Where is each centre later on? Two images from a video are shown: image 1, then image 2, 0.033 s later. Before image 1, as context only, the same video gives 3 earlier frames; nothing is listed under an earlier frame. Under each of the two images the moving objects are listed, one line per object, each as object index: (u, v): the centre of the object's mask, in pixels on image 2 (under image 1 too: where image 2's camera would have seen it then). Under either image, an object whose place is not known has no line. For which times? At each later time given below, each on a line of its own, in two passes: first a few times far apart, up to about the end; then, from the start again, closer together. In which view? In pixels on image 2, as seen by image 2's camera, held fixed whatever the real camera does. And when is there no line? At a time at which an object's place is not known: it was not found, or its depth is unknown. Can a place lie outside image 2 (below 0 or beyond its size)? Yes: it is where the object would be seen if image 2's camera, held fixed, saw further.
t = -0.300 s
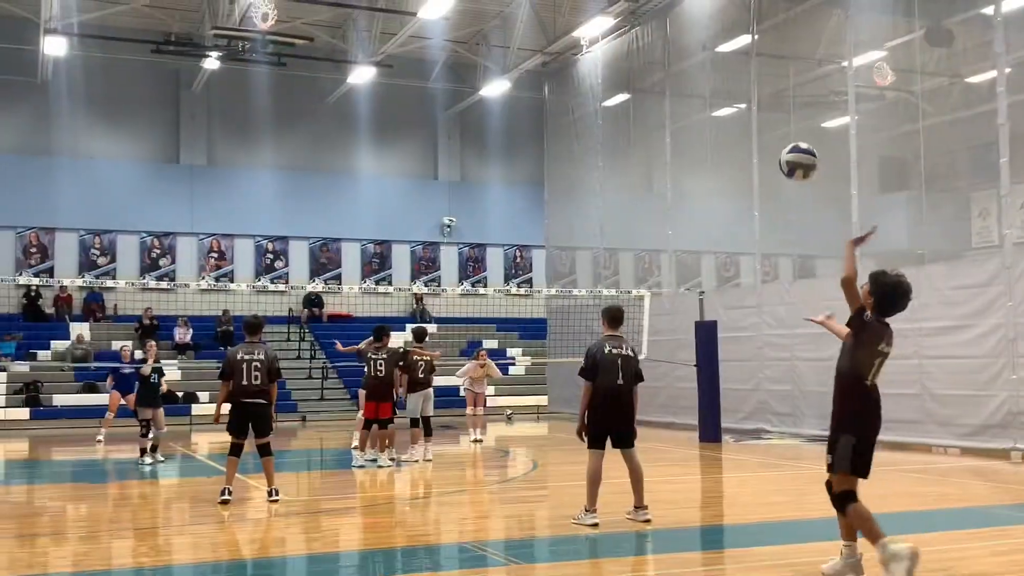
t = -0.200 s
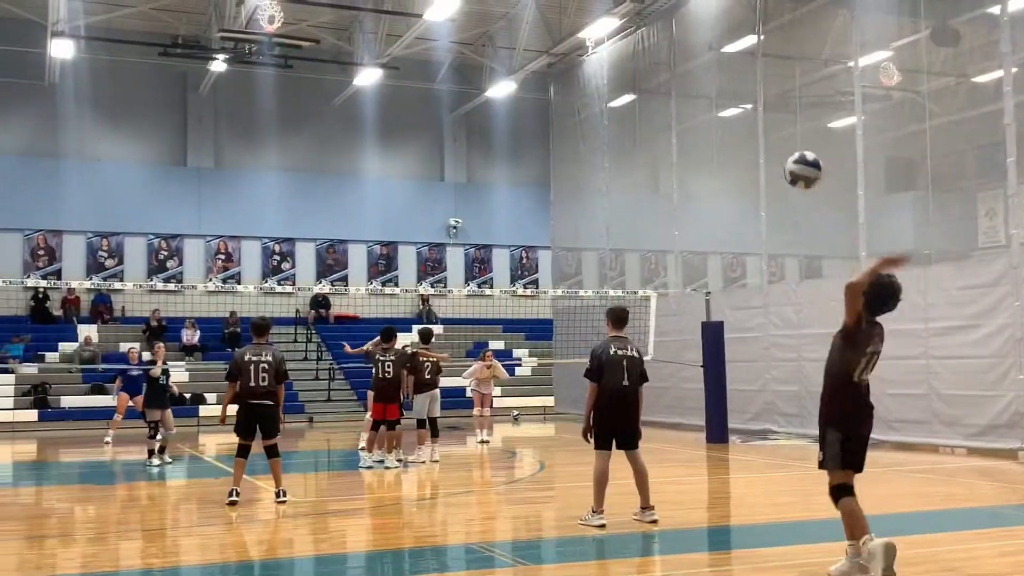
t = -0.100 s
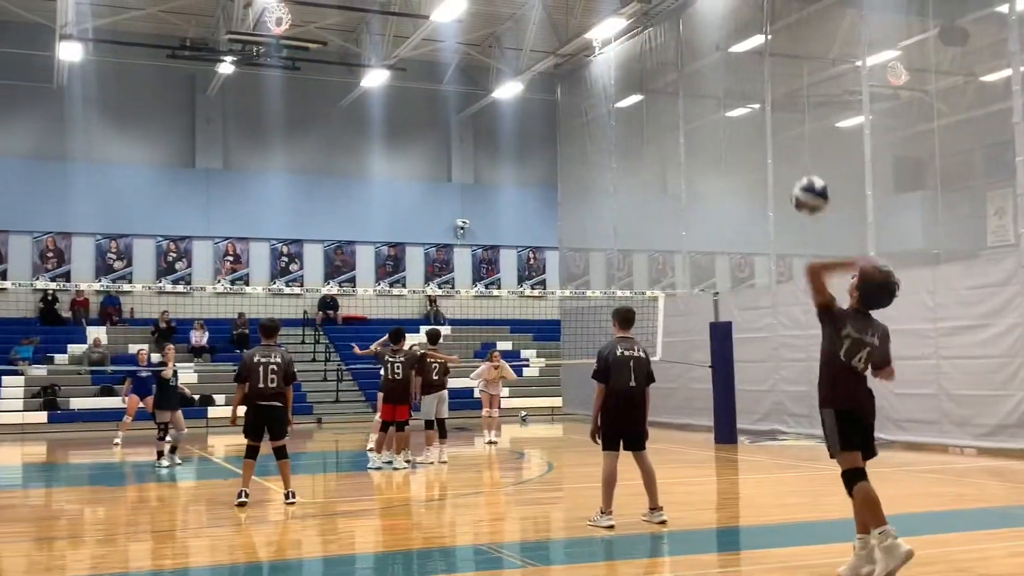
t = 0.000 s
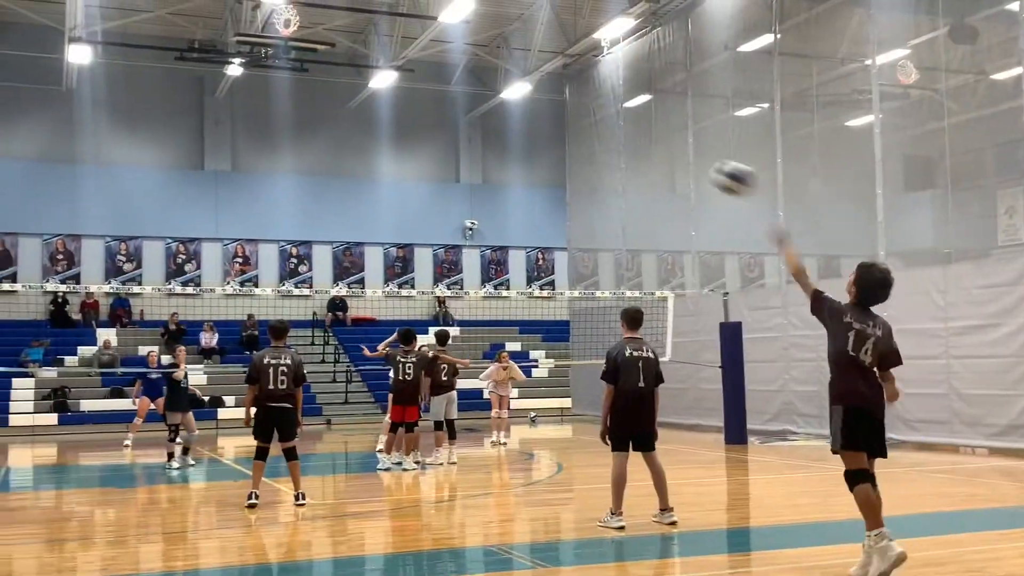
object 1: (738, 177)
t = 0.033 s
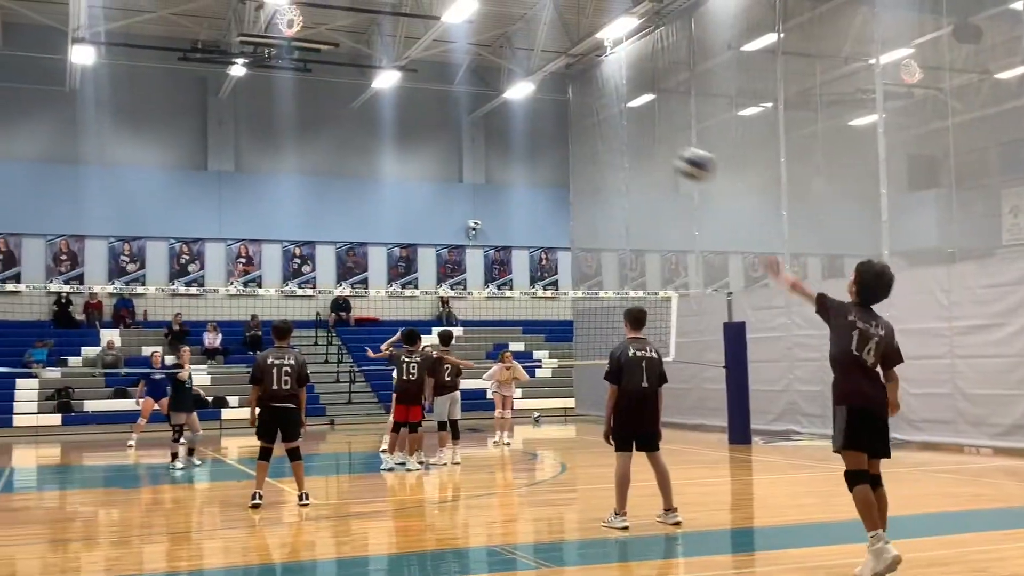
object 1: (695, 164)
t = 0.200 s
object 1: (545, 130)
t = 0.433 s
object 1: (421, 133)
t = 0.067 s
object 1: (659, 154)
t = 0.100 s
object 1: (624, 144)
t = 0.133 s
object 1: (595, 137)
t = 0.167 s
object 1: (567, 132)
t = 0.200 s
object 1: (545, 130)
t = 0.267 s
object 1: (501, 127)
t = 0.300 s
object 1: (482, 126)
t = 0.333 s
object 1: (464, 127)
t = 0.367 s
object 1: (448, 129)
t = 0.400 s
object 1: (435, 130)
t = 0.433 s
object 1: (421, 133)
